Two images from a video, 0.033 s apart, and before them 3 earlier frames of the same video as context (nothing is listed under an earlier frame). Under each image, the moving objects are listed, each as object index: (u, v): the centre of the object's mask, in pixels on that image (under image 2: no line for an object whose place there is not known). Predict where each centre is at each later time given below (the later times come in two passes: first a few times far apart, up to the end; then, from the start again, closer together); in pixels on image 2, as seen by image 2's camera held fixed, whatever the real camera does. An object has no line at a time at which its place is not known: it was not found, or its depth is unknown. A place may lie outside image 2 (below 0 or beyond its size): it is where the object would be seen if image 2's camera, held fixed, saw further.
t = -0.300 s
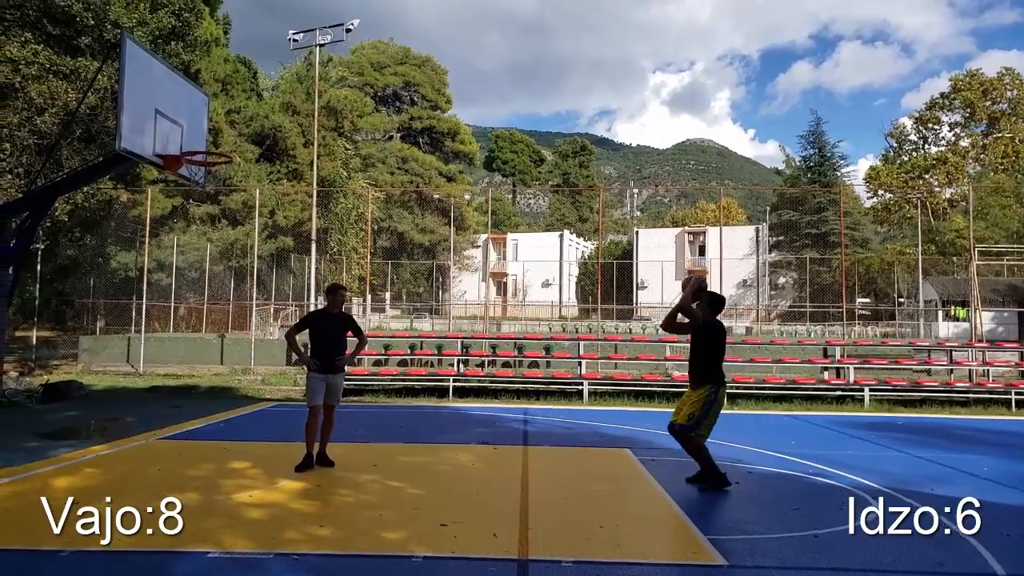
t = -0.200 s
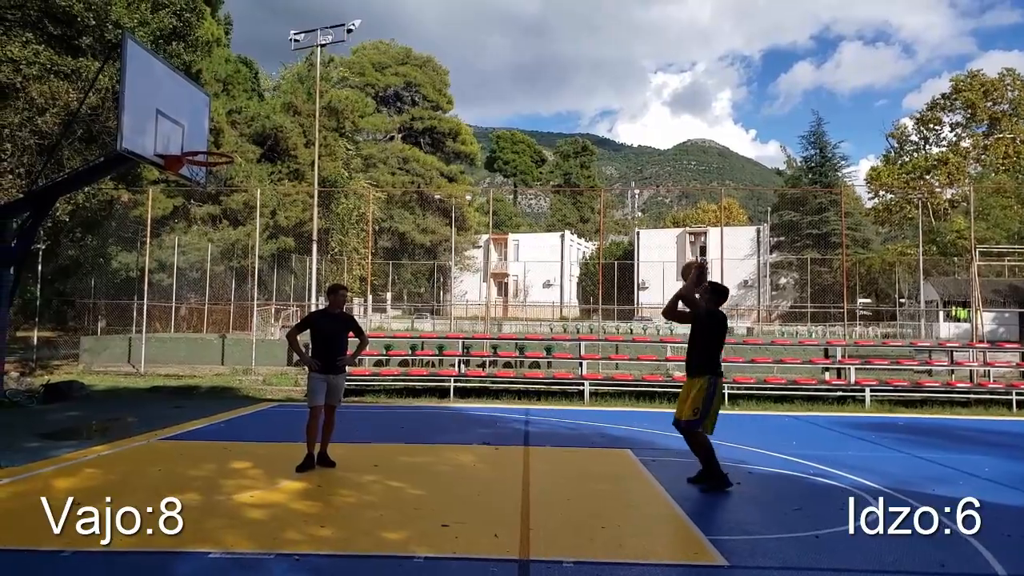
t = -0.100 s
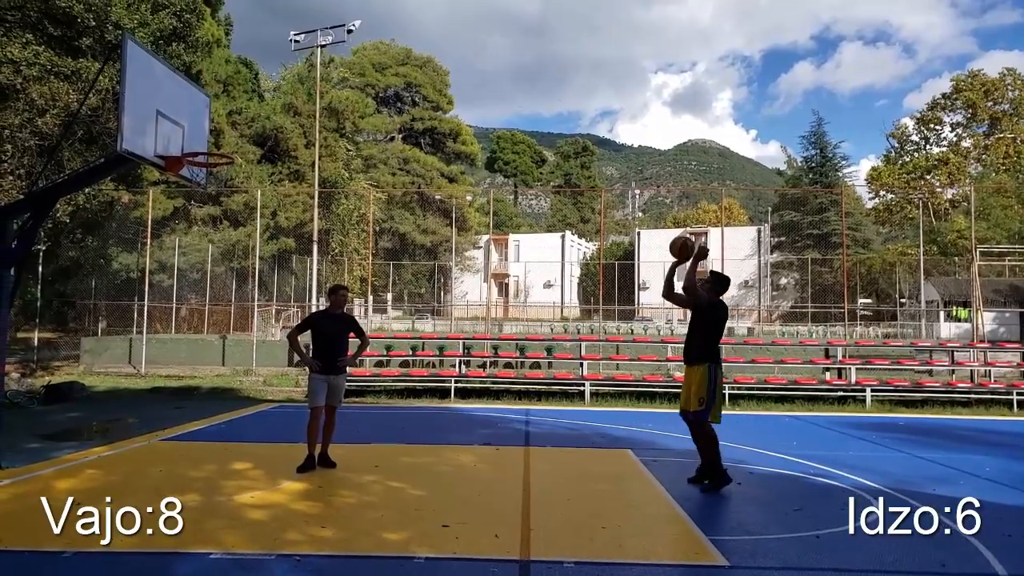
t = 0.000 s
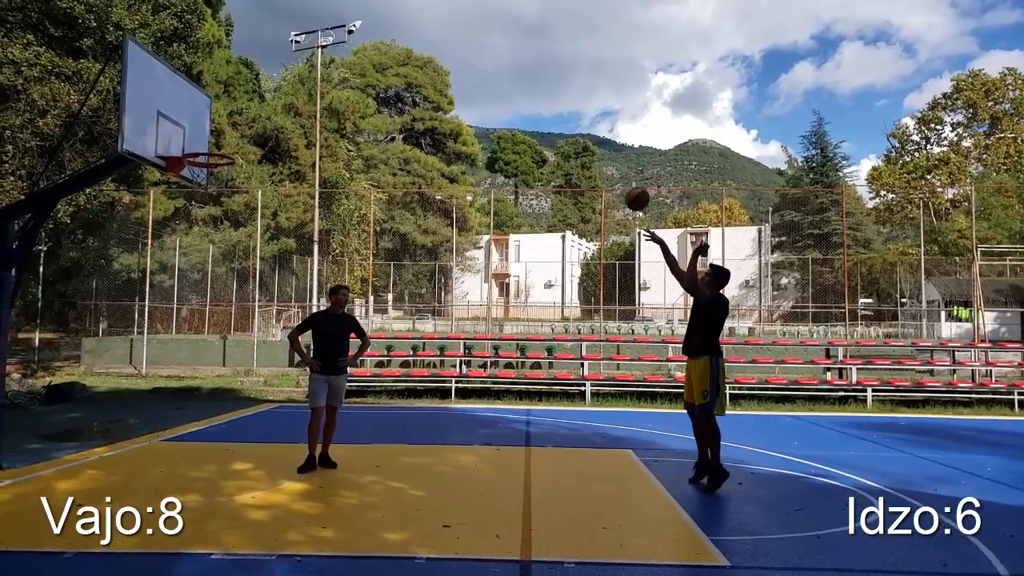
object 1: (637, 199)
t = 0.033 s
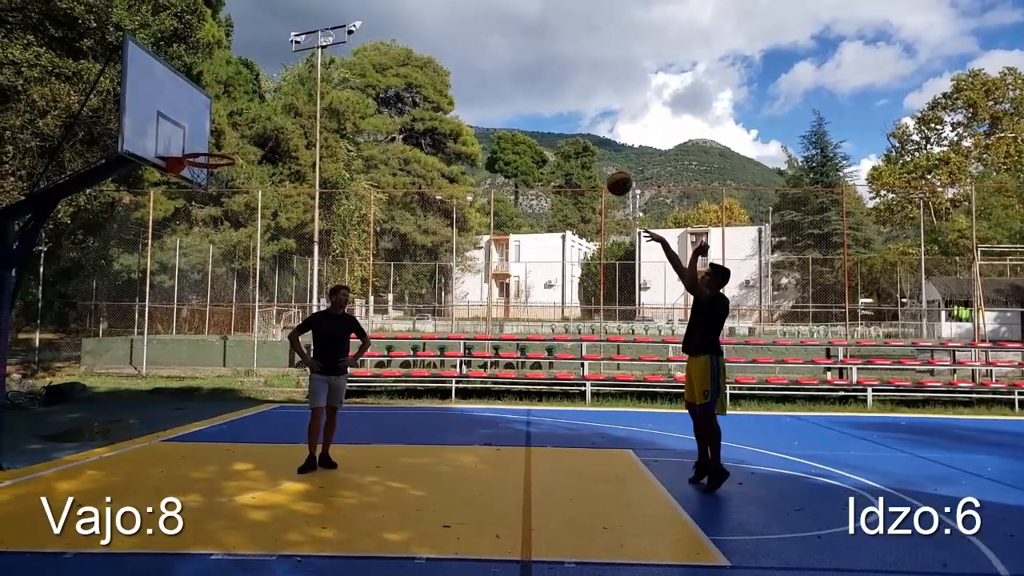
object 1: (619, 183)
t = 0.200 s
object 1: (530, 124)
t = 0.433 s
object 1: (407, 90)
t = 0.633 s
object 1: (304, 104)
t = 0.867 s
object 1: (207, 164)
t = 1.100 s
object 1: (213, 228)
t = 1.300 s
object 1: (208, 327)
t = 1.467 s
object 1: (203, 434)
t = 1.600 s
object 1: (199, 402)
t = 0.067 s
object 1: (601, 170)
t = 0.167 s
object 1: (547, 134)
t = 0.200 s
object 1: (530, 124)
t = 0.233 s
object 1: (512, 116)
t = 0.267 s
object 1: (494, 109)
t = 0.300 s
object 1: (477, 103)
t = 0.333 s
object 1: (460, 98)
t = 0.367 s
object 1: (443, 94)
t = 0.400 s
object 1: (425, 91)
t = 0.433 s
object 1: (407, 90)
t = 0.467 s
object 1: (391, 89)
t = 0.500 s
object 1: (373, 90)
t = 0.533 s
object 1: (356, 91)
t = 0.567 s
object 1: (339, 94)
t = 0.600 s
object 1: (322, 97)
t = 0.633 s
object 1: (304, 104)
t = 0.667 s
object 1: (288, 109)
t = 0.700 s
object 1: (271, 116)
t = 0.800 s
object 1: (220, 142)
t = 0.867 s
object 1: (207, 164)
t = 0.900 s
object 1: (214, 165)
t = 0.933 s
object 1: (215, 174)
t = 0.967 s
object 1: (215, 183)
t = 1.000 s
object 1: (217, 192)
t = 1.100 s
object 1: (213, 228)
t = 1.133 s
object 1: (212, 242)
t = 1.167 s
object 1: (211, 257)
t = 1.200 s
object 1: (210, 273)
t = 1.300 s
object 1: (208, 327)
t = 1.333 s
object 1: (207, 347)
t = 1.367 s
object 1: (206, 367)
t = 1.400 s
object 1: (205, 388)
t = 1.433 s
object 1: (205, 411)
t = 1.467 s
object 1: (203, 434)
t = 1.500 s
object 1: (203, 458)
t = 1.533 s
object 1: (201, 439)
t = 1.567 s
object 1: (199, 420)
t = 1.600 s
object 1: (199, 402)
